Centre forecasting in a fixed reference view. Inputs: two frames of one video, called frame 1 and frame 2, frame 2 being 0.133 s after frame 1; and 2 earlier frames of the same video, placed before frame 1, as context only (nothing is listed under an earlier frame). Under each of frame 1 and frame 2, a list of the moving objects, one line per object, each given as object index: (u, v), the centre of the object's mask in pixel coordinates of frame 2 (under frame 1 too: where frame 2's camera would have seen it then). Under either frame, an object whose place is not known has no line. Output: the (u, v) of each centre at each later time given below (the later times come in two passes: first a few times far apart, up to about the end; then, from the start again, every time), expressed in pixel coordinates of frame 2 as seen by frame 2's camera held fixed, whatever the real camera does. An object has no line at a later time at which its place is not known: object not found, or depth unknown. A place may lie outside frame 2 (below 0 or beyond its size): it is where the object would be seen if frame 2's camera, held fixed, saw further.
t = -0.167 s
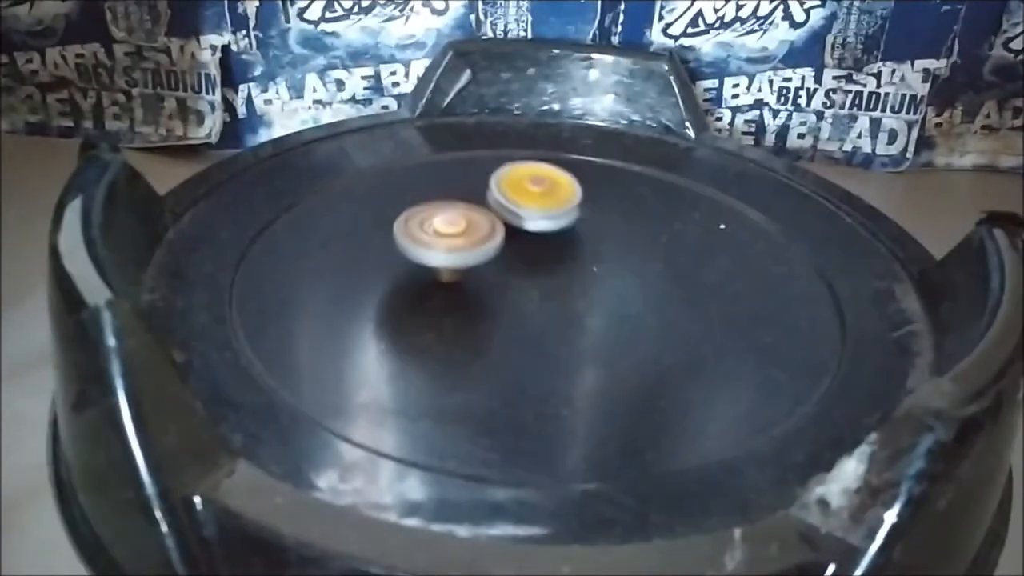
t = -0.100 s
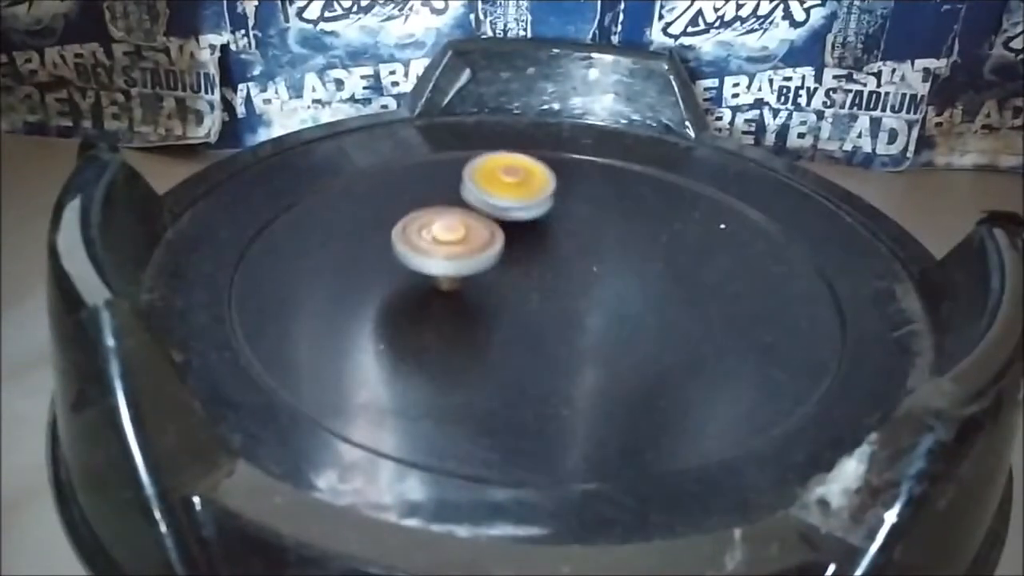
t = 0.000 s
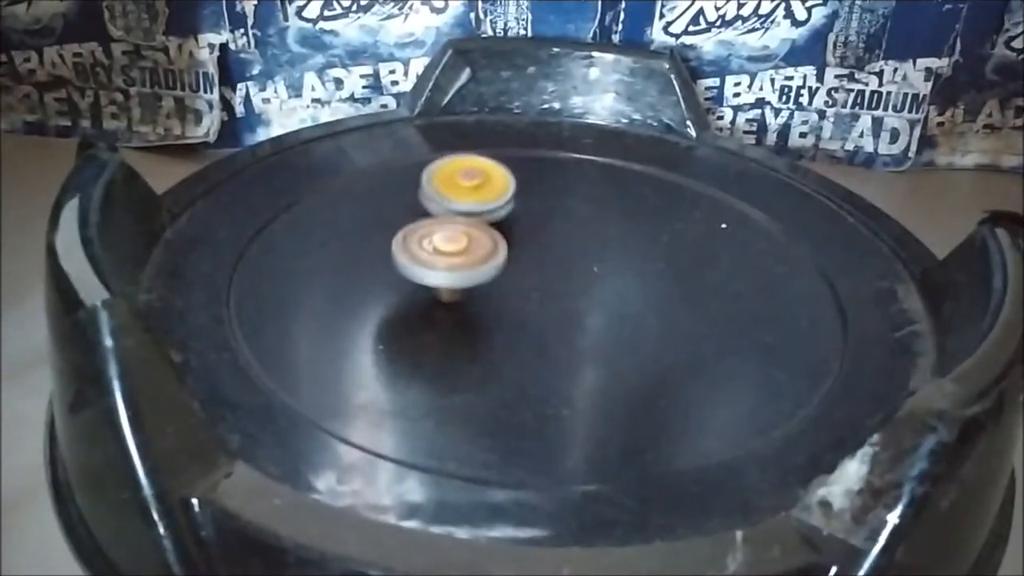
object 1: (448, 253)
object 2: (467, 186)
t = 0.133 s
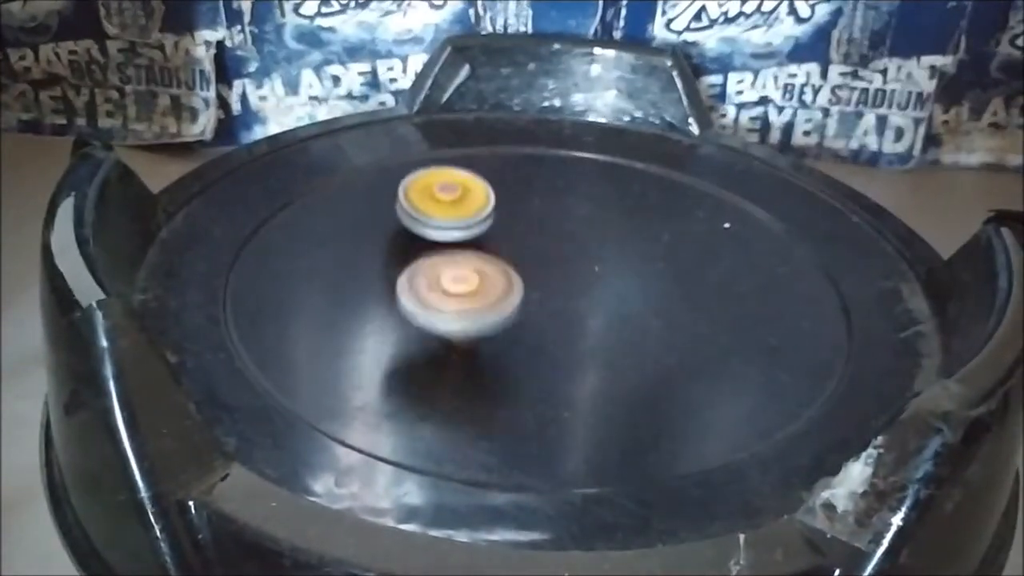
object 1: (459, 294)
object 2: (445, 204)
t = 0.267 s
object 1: (495, 331)
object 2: (463, 233)
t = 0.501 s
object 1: (543, 332)
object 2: (583, 253)
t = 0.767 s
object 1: (565, 314)
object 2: (615, 200)
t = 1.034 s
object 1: (557, 288)
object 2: (527, 227)
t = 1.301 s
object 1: (566, 337)
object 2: (544, 257)
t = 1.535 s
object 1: (577, 321)
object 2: (605, 259)
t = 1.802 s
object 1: (561, 302)
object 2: (570, 241)
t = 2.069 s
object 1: (539, 315)
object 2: (494, 251)
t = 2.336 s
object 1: (574, 349)
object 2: (459, 254)
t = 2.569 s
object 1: (576, 330)
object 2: (490, 276)
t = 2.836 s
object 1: (790, 462)
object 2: (476, 149)
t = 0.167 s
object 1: (467, 309)
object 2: (447, 207)
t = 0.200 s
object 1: (476, 320)
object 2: (449, 215)
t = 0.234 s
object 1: (487, 327)
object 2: (454, 223)
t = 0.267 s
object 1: (495, 331)
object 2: (463, 233)
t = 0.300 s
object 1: (503, 334)
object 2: (475, 242)
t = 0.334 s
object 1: (511, 335)
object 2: (491, 248)
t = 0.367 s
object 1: (518, 335)
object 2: (510, 252)
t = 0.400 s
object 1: (525, 335)
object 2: (529, 254)
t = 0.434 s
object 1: (531, 334)
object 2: (549, 255)
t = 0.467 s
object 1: (537, 333)
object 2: (567, 255)
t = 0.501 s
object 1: (543, 332)
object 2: (583, 253)
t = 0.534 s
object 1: (548, 331)
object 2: (598, 249)
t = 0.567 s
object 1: (552, 329)
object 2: (610, 243)
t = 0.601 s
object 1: (556, 327)
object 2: (619, 236)
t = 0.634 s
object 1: (558, 324)
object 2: (625, 228)
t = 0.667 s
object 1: (561, 323)
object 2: (627, 220)
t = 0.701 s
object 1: (563, 320)
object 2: (627, 212)
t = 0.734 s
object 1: (565, 317)
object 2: (622, 205)
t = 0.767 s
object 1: (565, 314)
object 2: (615, 200)
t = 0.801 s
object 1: (565, 311)
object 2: (605, 196)
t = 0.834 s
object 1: (566, 308)
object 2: (593, 194)
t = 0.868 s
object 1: (565, 305)
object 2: (580, 195)
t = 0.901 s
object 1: (563, 301)
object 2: (565, 198)
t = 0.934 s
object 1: (562, 298)
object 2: (552, 204)
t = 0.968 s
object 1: (560, 295)
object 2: (541, 212)
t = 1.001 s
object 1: (558, 292)
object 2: (533, 221)
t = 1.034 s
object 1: (557, 288)
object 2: (527, 227)
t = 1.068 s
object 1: (557, 294)
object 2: (524, 231)
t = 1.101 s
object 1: (557, 300)
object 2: (523, 235)
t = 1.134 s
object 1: (557, 304)
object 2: (523, 241)
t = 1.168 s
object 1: (558, 311)
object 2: (527, 245)
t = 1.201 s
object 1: (560, 324)
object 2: (531, 247)
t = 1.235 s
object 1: (562, 332)
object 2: (535, 250)
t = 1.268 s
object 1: (564, 337)
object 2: (539, 254)
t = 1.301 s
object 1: (566, 337)
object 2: (544, 257)
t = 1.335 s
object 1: (569, 337)
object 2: (550, 260)
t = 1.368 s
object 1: (573, 335)
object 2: (557, 262)
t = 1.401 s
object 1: (575, 334)
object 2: (567, 263)
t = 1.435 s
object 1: (577, 331)
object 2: (578, 263)
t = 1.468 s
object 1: (578, 328)
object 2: (588, 263)
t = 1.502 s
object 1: (578, 325)
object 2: (598, 261)
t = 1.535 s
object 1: (577, 321)
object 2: (605, 259)
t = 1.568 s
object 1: (577, 318)
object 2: (610, 257)
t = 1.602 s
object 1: (575, 314)
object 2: (612, 254)
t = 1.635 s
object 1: (574, 311)
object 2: (612, 251)
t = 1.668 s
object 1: (573, 308)
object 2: (609, 247)
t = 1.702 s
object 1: (571, 306)
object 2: (602, 245)
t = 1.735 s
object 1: (569, 303)
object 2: (592, 243)
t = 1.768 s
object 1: (565, 302)
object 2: (582, 242)
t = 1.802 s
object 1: (561, 302)
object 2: (570, 241)
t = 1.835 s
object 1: (554, 303)
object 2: (560, 238)
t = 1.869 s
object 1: (548, 305)
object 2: (549, 237)
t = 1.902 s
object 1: (545, 306)
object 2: (538, 238)
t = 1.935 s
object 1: (542, 306)
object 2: (527, 240)
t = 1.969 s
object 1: (540, 305)
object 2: (516, 243)
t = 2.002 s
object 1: (540, 310)
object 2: (508, 245)
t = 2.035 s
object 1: (540, 313)
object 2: (501, 247)
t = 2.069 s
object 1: (539, 315)
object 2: (494, 251)
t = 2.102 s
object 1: (538, 315)
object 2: (490, 257)
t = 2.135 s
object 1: (547, 329)
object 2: (487, 255)
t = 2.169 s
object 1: (555, 342)
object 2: (482, 248)
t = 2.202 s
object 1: (562, 350)
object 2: (478, 245)
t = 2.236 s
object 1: (567, 353)
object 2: (472, 245)
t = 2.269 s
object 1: (570, 353)
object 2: (466, 246)
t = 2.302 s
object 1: (572, 351)
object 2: (461, 249)
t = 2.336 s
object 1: (574, 349)
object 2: (459, 254)
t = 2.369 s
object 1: (576, 345)
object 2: (461, 260)
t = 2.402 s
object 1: (577, 341)
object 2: (466, 266)
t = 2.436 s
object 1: (577, 339)
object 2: (469, 269)
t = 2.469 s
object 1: (577, 336)
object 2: (474, 272)
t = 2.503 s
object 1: (577, 334)
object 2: (479, 274)
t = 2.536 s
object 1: (576, 332)
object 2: (484, 275)
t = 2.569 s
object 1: (576, 330)
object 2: (490, 276)
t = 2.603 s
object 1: (576, 328)
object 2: (496, 276)
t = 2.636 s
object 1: (586, 335)
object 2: (500, 269)
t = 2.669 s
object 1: (611, 360)
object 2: (498, 246)
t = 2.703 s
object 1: (644, 383)
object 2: (492, 224)
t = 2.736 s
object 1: (676, 410)
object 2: (487, 204)
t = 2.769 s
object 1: (716, 423)
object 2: (483, 183)
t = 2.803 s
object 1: (749, 436)
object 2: (479, 166)
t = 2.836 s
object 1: (790, 462)
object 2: (476, 149)
